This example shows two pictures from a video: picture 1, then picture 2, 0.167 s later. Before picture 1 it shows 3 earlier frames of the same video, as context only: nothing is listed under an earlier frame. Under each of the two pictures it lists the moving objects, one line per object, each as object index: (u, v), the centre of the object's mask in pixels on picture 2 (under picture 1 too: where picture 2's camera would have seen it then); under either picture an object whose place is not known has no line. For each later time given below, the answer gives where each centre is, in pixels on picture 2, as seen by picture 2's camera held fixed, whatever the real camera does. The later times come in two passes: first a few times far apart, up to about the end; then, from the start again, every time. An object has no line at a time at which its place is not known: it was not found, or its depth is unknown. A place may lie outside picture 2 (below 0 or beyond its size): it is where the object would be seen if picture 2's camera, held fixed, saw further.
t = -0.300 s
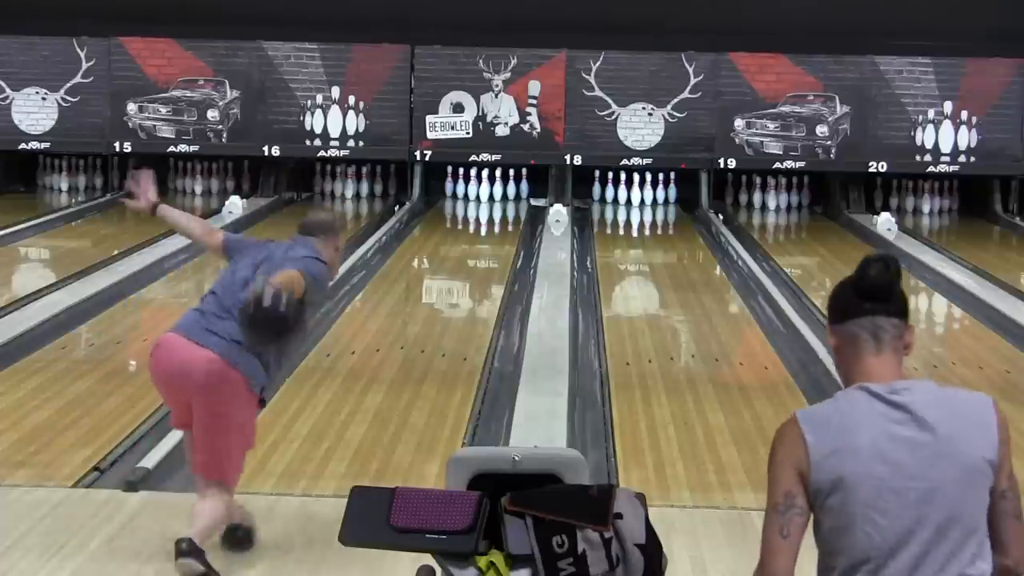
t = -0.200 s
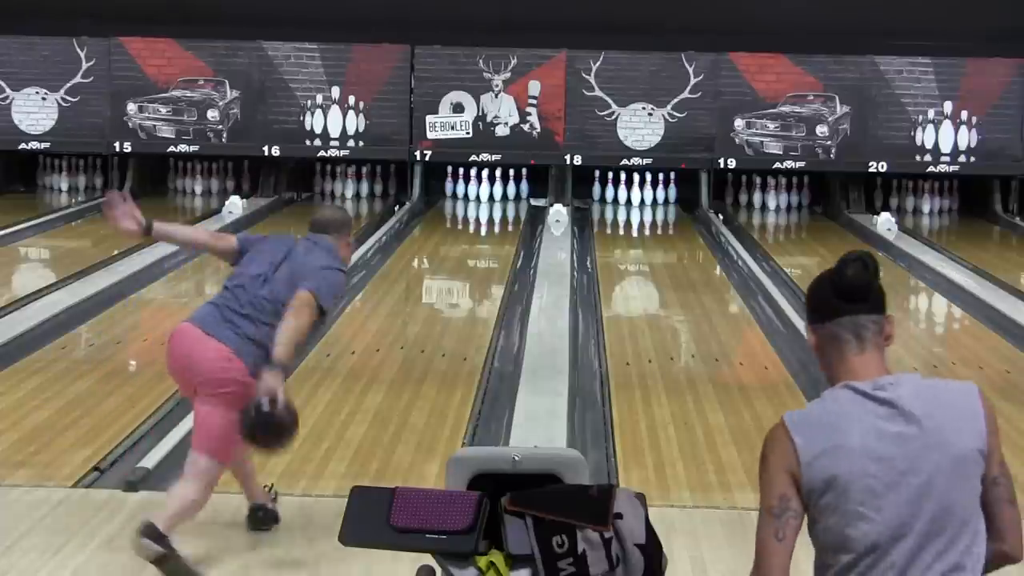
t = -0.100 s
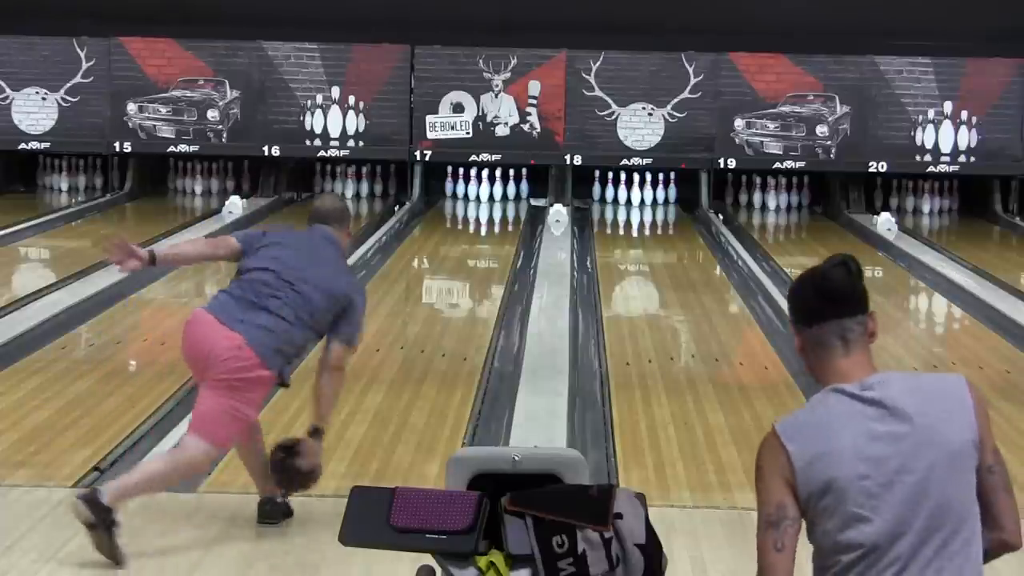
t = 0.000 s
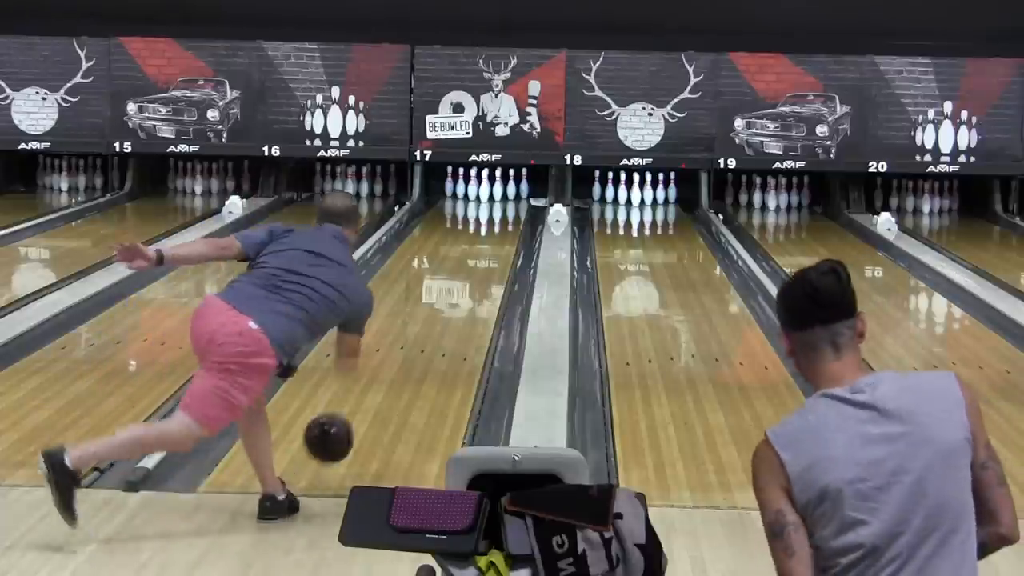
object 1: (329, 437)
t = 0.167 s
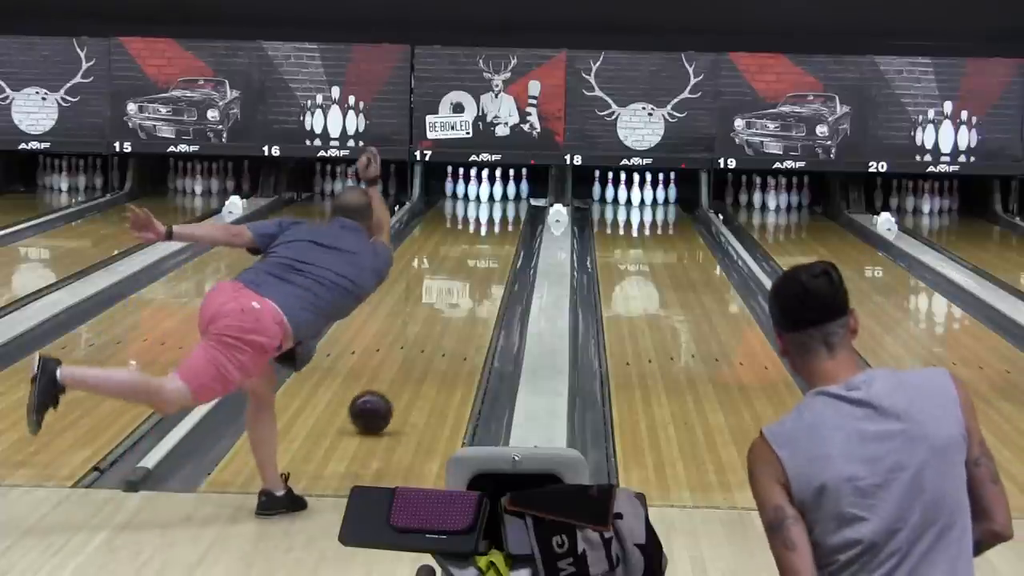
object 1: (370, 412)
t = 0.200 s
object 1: (378, 401)
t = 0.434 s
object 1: (420, 350)
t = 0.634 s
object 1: (446, 318)
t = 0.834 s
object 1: (467, 291)
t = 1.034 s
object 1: (482, 270)
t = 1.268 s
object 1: (495, 249)
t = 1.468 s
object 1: (503, 235)
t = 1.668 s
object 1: (507, 223)
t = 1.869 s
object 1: (506, 213)
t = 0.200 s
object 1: (378, 401)
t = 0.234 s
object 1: (384, 393)
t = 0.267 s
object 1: (391, 386)
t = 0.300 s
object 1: (397, 378)
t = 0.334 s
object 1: (403, 371)
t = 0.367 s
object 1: (409, 363)
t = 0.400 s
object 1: (414, 359)
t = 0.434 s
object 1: (420, 350)
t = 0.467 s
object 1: (424, 345)
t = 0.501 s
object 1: (429, 339)
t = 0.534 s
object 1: (433, 334)
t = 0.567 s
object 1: (438, 328)
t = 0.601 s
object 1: (442, 323)
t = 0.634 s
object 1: (446, 318)
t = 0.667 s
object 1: (450, 313)
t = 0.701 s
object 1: (454, 308)
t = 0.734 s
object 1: (457, 304)
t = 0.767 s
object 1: (460, 299)
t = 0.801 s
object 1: (464, 295)
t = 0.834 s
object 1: (467, 291)
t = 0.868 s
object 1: (470, 287)
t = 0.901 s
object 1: (473, 283)
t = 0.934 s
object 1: (475, 280)
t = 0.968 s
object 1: (478, 276)
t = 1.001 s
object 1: (480, 273)
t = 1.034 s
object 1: (482, 270)
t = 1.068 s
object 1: (485, 267)
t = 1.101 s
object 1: (487, 263)
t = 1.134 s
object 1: (489, 260)
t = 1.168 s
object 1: (490, 257)
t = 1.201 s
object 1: (492, 254)
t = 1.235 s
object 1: (494, 252)
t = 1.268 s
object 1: (495, 249)
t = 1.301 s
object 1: (497, 246)
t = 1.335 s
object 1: (498, 244)
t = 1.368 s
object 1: (499, 242)
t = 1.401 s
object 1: (501, 240)
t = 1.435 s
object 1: (502, 237)
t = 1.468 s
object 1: (503, 235)
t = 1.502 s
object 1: (504, 232)
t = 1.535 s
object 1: (504, 230)
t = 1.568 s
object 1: (506, 228)
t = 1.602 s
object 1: (506, 227)
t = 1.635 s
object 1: (506, 225)
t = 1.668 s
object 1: (507, 223)
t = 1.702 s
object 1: (507, 221)
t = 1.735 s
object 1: (507, 219)
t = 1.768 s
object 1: (507, 217)
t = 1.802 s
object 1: (508, 216)
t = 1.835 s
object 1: (507, 214)
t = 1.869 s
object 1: (506, 213)
